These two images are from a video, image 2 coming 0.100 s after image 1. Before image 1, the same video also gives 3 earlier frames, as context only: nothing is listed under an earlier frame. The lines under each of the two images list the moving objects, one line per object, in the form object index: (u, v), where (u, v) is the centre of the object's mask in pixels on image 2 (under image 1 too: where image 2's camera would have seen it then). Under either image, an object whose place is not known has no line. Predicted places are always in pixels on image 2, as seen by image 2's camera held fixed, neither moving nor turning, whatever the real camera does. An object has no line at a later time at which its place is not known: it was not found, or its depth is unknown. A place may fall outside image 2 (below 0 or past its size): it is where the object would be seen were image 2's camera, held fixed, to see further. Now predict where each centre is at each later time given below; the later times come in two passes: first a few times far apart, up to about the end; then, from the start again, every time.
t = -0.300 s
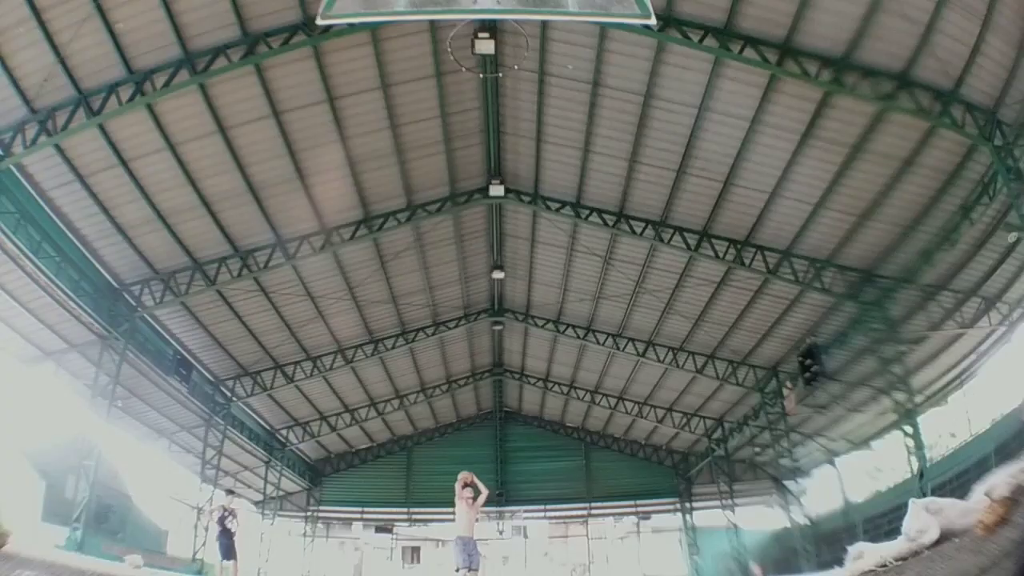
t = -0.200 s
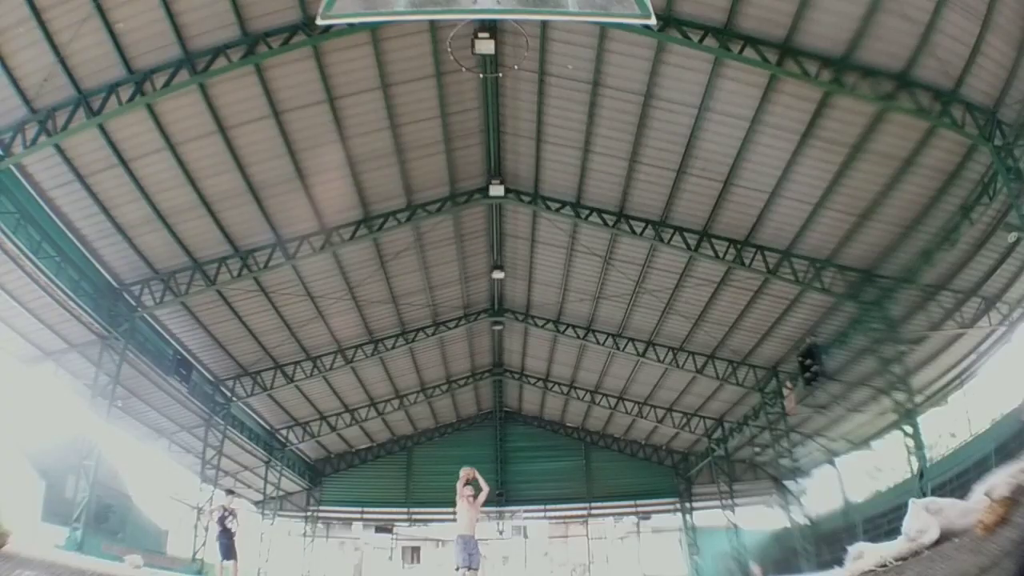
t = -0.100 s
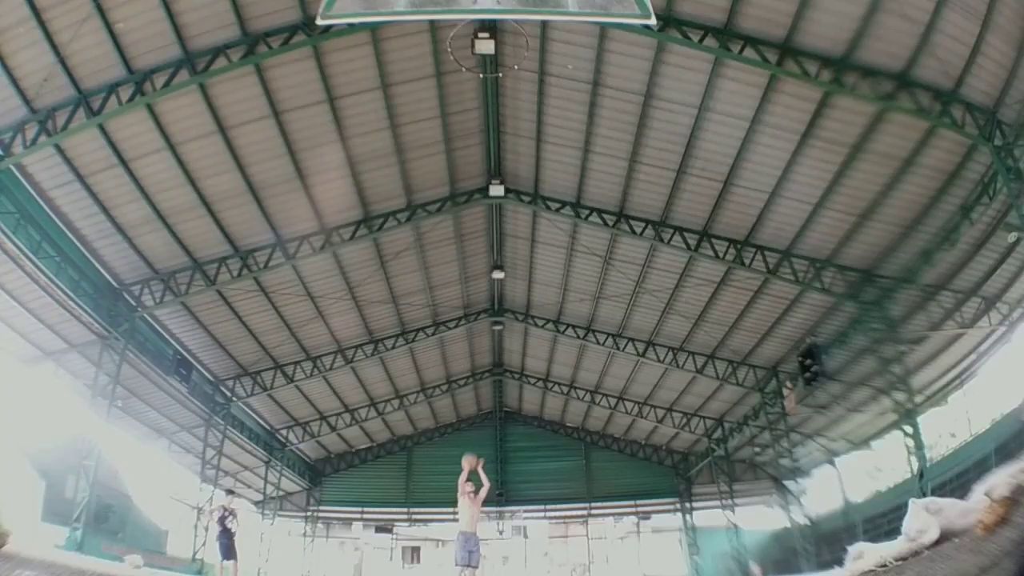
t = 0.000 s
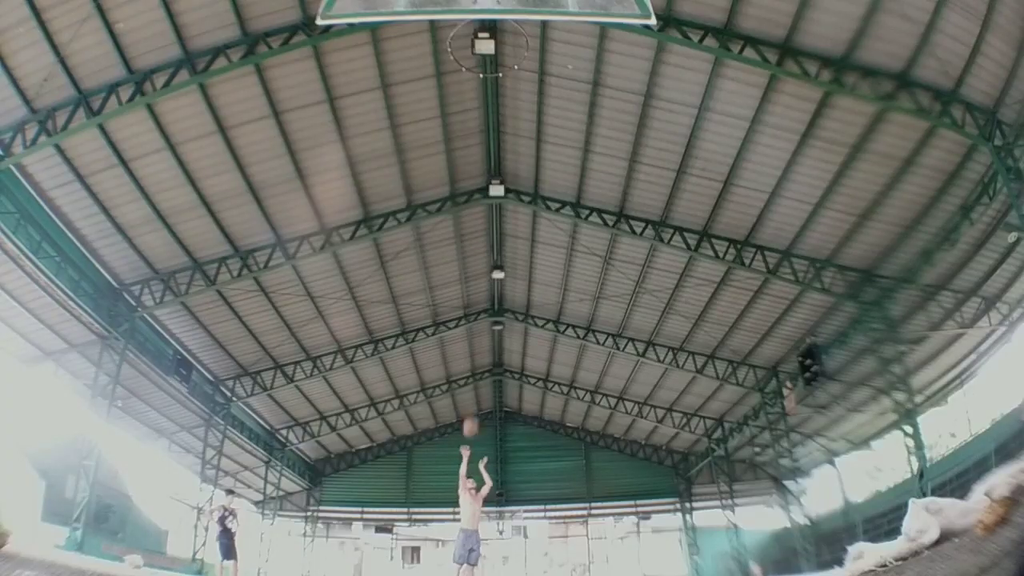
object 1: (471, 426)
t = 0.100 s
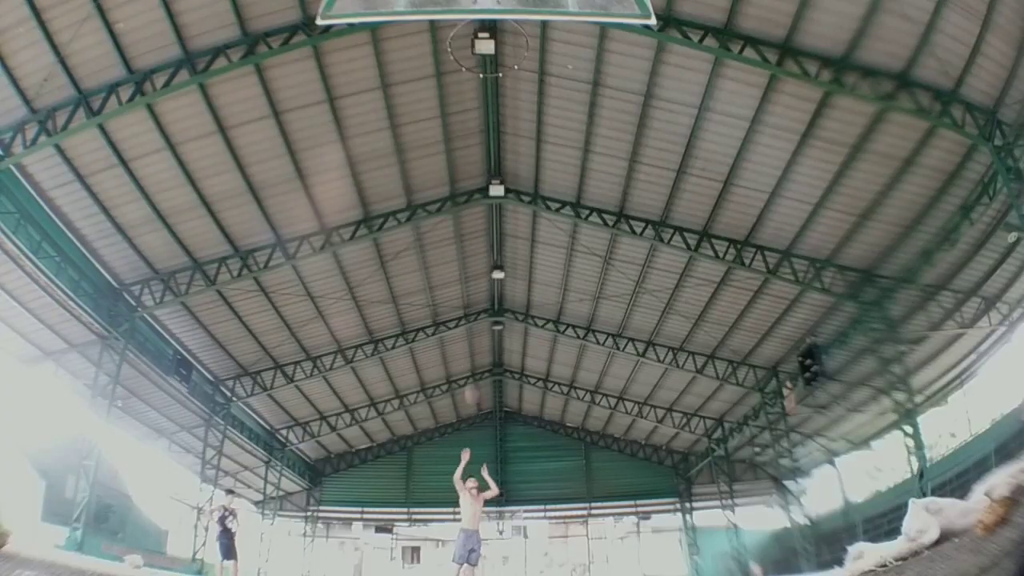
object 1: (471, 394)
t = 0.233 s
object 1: (475, 353)
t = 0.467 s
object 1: (477, 308)
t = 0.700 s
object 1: (482, 292)
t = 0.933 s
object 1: (487, 317)
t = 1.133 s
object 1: (493, 394)
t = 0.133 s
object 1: (472, 384)
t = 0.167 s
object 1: (473, 373)
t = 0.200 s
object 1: (473, 363)
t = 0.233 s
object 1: (475, 353)
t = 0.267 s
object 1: (473, 345)
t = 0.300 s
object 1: (477, 339)
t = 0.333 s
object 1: (478, 331)
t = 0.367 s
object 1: (478, 326)
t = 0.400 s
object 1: (477, 320)
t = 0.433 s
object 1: (477, 313)
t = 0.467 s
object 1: (477, 308)
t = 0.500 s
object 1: (478, 303)
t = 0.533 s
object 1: (478, 300)
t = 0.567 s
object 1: (479, 297)
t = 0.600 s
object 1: (480, 294)
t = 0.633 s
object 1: (481, 292)
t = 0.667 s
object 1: (481, 293)
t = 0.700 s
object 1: (482, 292)
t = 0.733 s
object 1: (483, 291)
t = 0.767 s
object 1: (483, 294)
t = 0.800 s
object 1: (484, 296)
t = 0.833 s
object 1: (485, 300)
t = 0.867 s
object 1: (485, 304)
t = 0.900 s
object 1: (486, 310)
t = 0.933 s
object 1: (487, 317)
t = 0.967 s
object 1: (487, 324)
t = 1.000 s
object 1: (488, 332)
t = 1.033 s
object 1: (490, 345)
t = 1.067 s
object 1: (490, 360)
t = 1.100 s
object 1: (492, 376)
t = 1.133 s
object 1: (493, 394)
